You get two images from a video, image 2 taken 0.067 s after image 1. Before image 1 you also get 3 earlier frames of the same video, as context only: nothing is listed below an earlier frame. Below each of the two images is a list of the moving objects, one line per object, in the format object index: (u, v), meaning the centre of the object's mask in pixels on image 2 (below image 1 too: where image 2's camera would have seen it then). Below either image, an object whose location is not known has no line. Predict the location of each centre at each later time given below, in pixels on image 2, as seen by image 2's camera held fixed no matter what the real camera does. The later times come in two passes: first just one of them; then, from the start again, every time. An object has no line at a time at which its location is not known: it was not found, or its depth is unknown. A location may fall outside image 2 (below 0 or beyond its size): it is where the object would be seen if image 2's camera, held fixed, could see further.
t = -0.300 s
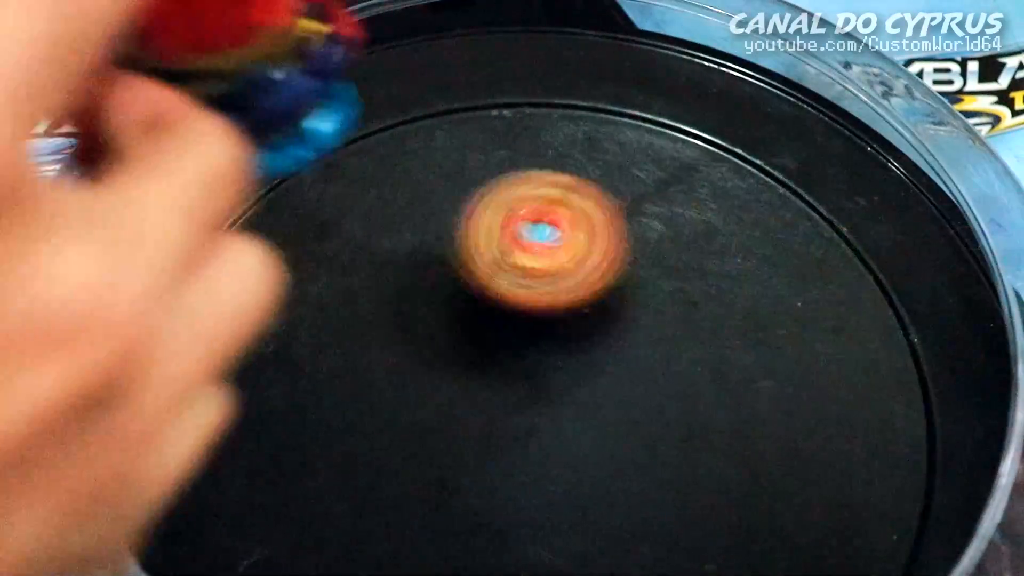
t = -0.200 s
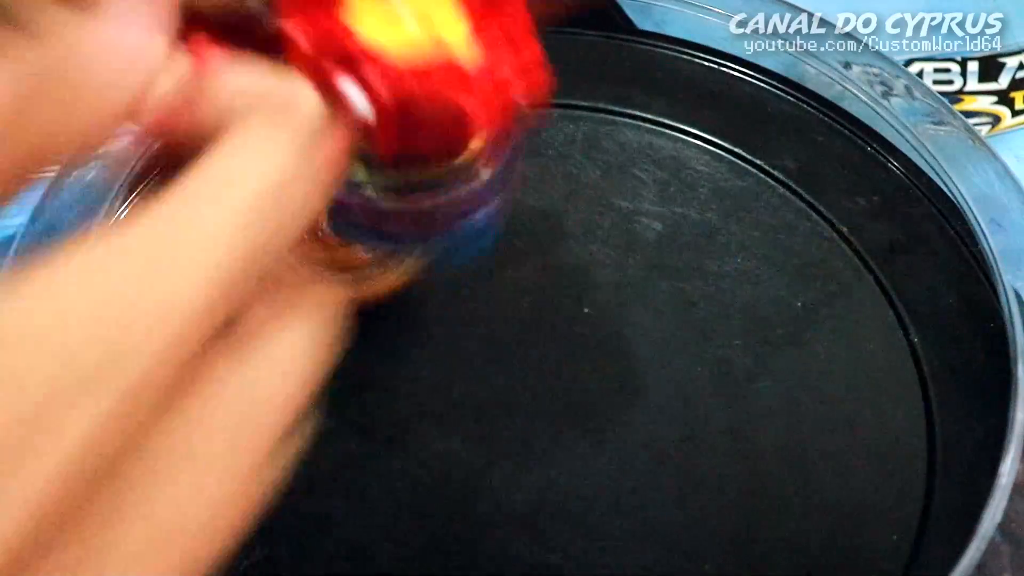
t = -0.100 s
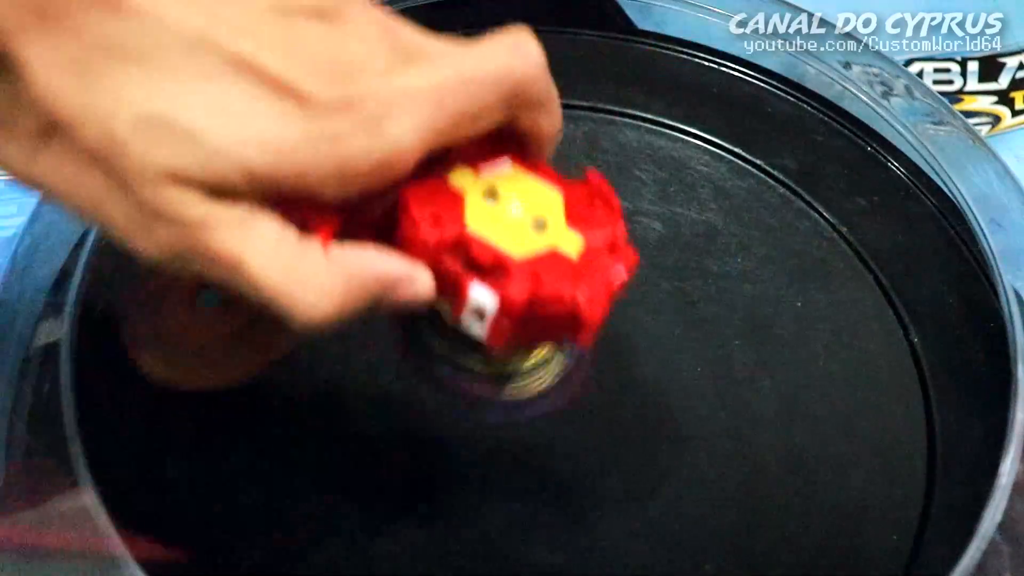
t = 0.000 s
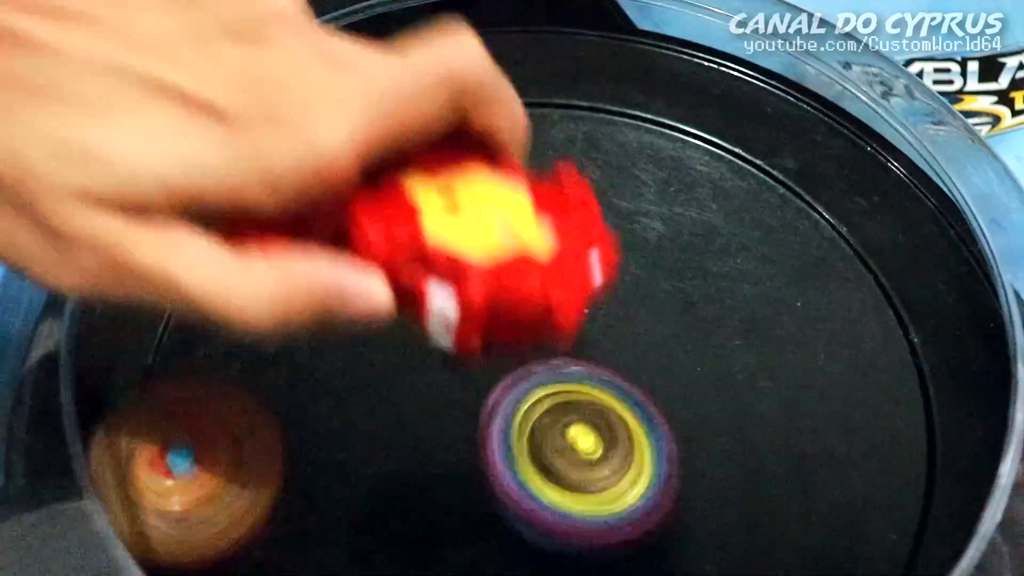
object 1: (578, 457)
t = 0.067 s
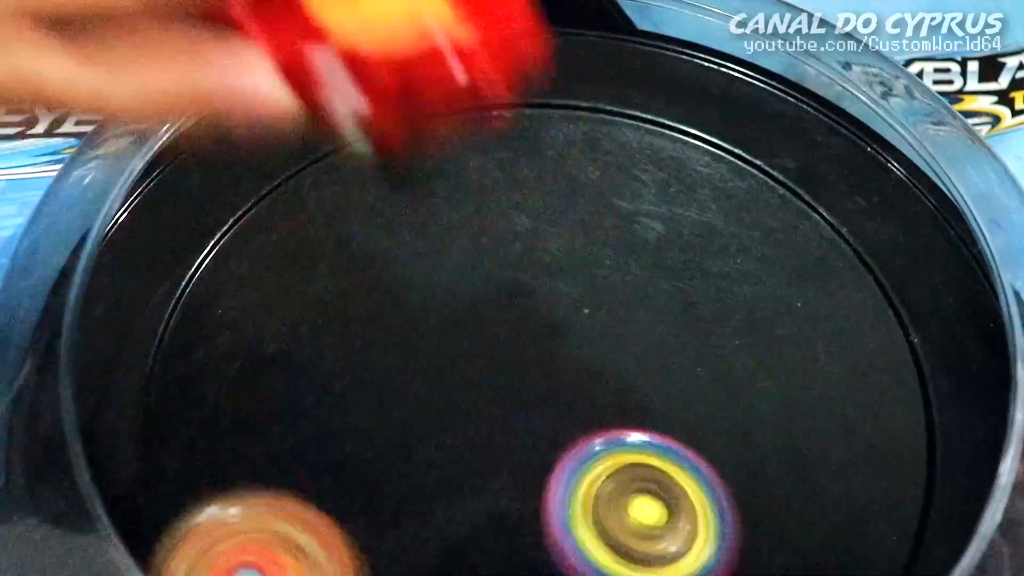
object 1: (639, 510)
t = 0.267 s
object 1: (757, 412)
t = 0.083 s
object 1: (651, 511)
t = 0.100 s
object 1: (664, 517)
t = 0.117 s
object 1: (677, 522)
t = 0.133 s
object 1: (687, 519)
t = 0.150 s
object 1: (699, 515)
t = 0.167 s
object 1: (708, 514)
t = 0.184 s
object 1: (714, 516)
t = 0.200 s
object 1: (721, 519)
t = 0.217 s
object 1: (725, 517)
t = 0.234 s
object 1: (730, 511)
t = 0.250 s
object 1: (744, 477)
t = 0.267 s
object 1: (757, 412)
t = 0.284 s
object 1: (761, 344)
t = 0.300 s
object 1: (772, 281)
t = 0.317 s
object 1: (774, 237)
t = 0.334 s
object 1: (775, 180)
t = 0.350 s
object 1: (778, 127)
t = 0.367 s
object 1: (759, 96)
